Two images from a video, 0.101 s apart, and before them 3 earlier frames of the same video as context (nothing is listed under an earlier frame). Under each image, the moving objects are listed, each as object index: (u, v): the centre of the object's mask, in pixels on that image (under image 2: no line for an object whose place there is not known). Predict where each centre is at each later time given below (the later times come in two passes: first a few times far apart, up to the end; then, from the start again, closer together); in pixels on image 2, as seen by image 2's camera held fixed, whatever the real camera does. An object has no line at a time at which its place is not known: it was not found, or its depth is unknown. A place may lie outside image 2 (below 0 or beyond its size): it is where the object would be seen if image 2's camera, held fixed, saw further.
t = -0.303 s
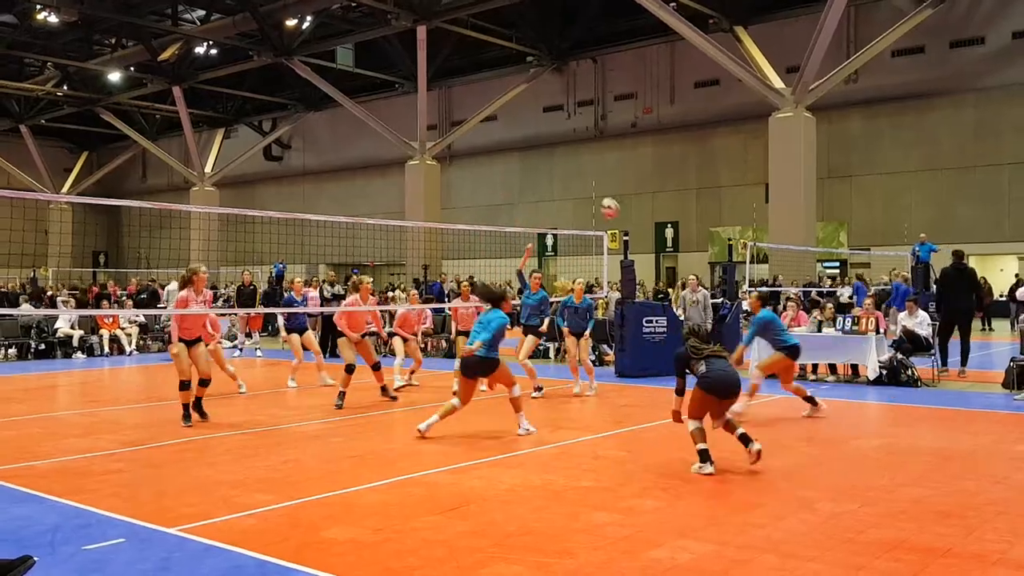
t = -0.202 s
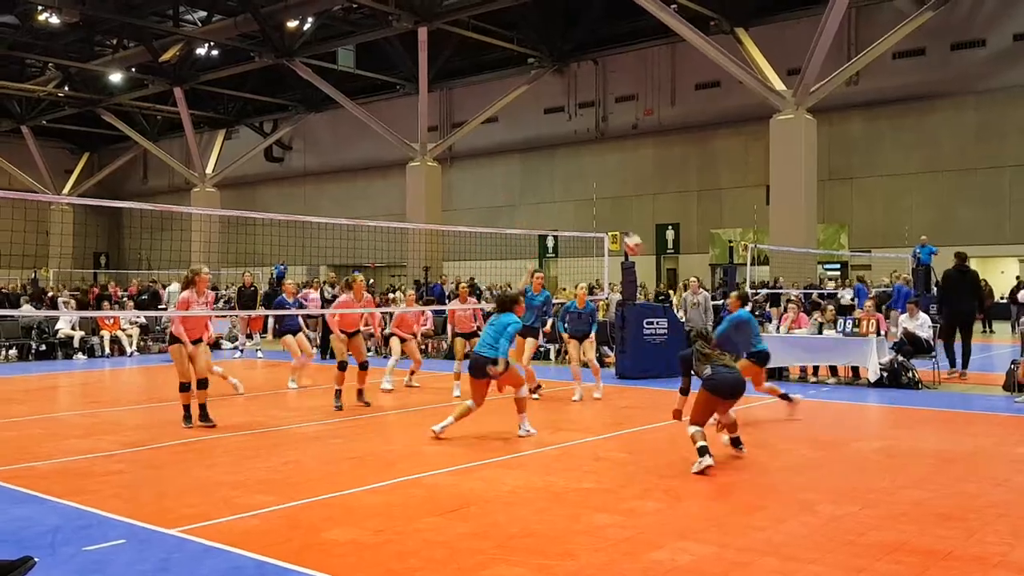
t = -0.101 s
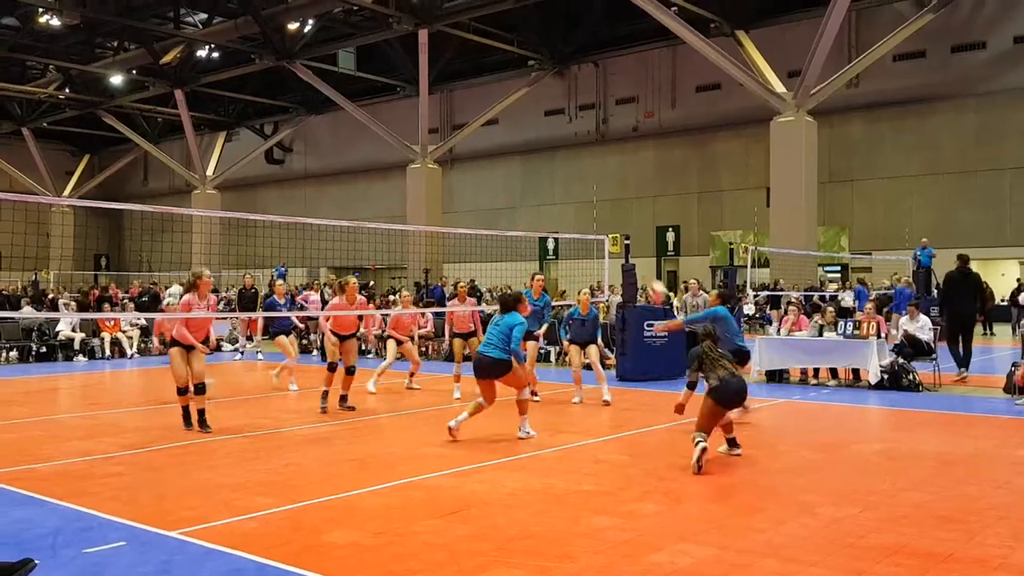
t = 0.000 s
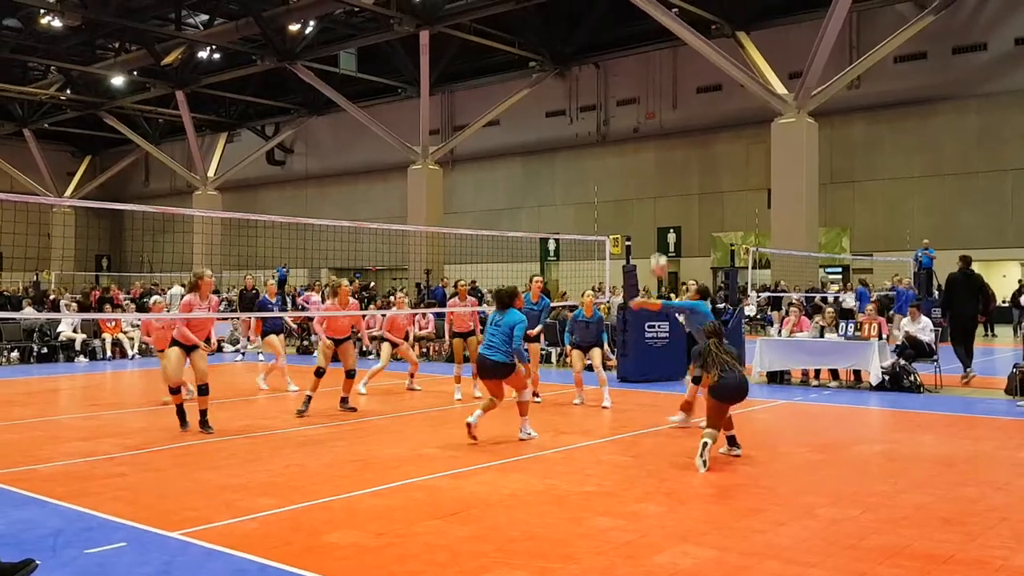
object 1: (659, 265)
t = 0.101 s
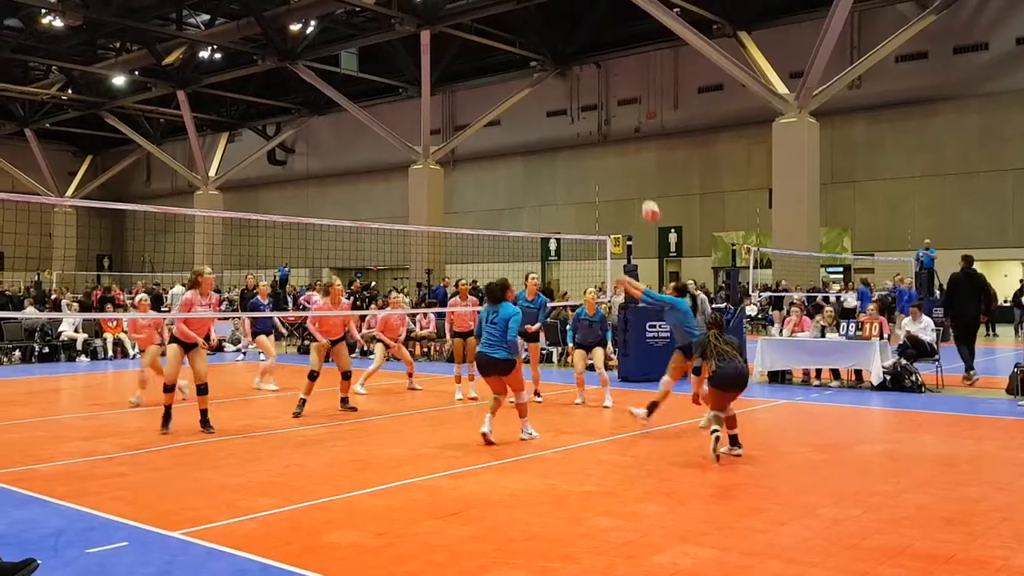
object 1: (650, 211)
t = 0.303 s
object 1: (632, 133)
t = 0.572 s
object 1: (610, 83)
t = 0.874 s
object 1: (587, 102)
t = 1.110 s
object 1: (570, 171)
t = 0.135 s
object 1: (647, 196)
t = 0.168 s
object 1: (644, 181)
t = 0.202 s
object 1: (641, 167)
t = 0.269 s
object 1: (635, 143)
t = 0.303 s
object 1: (632, 133)
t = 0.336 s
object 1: (629, 123)
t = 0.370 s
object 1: (626, 114)
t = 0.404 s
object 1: (624, 106)
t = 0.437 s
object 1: (621, 100)
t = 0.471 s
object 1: (619, 94)
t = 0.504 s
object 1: (616, 89)
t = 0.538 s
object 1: (613, 85)
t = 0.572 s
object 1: (610, 83)
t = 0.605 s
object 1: (608, 80)
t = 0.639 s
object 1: (605, 80)
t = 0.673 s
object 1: (603, 80)
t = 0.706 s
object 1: (600, 81)
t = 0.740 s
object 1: (597, 83)
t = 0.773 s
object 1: (595, 86)
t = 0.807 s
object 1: (592, 90)
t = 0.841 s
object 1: (590, 96)
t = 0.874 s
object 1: (587, 102)
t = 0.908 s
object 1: (585, 109)
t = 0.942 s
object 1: (583, 117)
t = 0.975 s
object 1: (580, 126)
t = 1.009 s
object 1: (577, 136)
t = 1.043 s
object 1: (575, 146)
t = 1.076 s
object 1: (572, 158)
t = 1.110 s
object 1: (570, 171)
